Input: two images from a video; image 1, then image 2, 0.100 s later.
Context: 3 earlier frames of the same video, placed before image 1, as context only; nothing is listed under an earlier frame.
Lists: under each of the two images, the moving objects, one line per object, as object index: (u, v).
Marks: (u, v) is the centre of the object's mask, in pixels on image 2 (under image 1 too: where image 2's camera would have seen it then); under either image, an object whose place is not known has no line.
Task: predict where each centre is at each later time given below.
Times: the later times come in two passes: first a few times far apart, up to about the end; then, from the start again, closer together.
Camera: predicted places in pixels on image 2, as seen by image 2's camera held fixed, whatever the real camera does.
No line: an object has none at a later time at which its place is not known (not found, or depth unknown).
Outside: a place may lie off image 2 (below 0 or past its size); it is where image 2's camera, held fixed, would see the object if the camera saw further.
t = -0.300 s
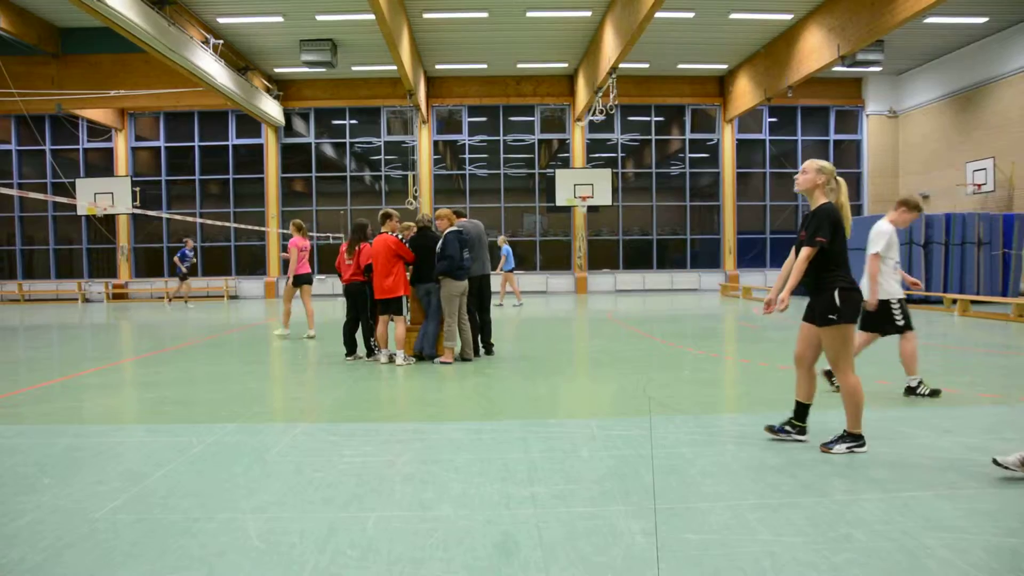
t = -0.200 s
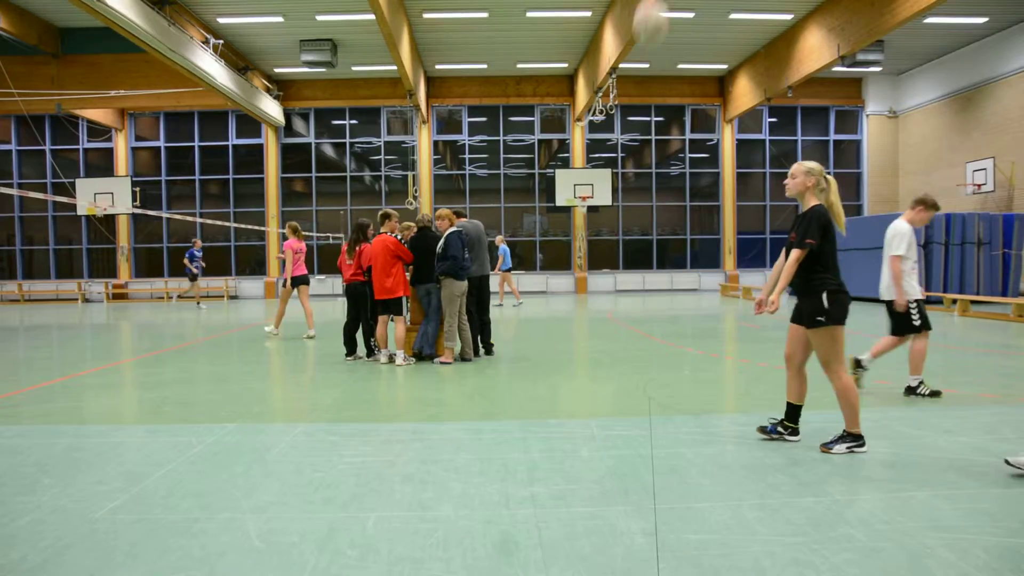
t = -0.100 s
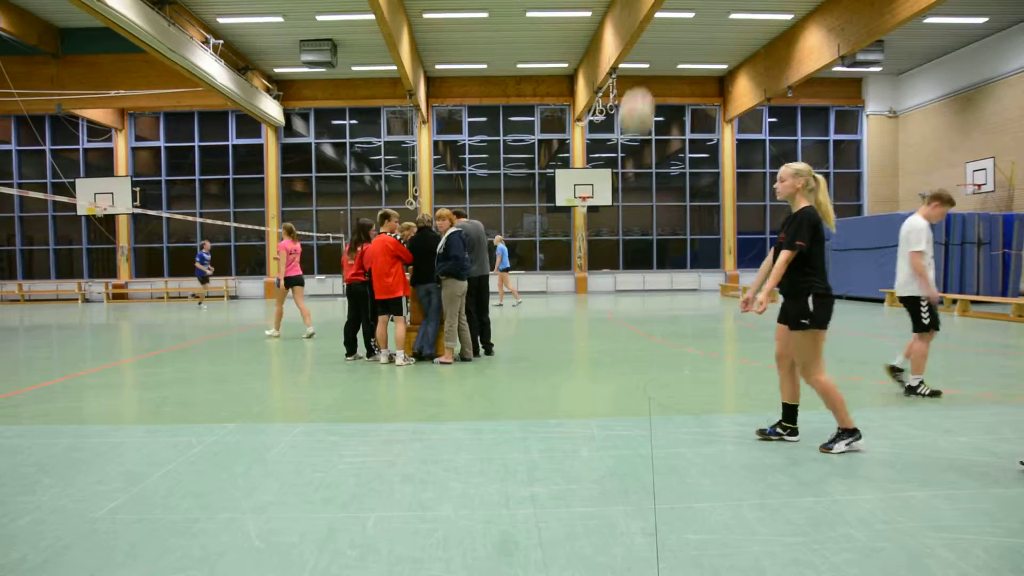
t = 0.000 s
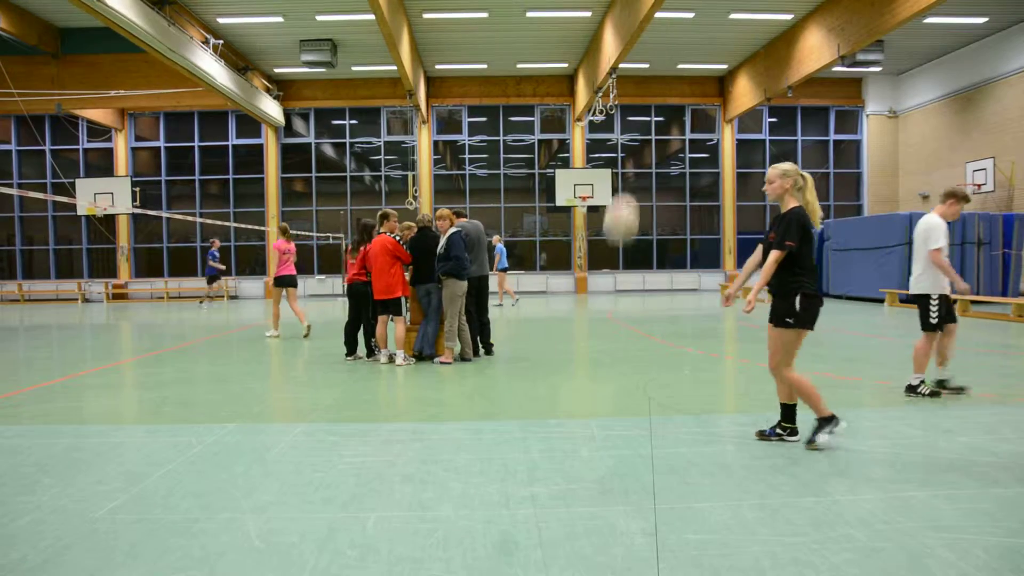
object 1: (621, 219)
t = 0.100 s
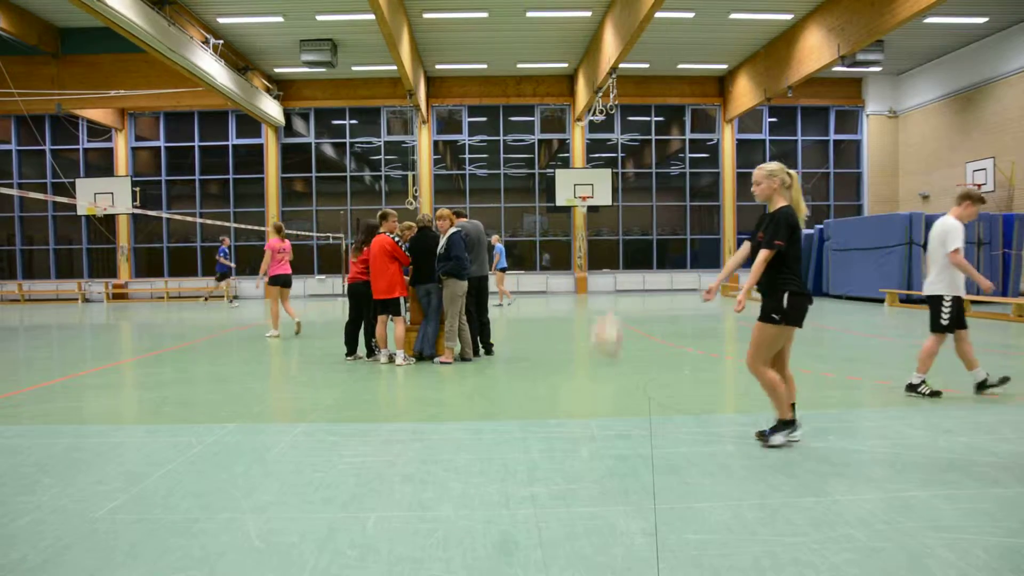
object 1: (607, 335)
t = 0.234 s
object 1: (593, 369)
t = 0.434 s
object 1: (575, 223)
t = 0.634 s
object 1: (560, 136)
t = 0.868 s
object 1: (546, 113)
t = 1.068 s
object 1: (533, 157)
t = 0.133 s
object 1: (602, 375)
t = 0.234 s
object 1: (593, 369)
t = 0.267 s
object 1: (588, 342)
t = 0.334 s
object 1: (584, 289)
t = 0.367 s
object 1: (581, 264)
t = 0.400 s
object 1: (578, 243)
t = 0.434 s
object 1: (575, 223)
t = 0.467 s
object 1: (573, 205)
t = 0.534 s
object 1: (568, 171)
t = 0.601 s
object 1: (563, 146)
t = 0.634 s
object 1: (560, 136)
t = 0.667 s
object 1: (558, 128)
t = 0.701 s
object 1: (556, 121)
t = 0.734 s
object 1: (554, 116)
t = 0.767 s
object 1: (552, 113)
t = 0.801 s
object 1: (550, 112)
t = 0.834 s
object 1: (548, 112)
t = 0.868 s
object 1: (546, 113)
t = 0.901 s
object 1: (544, 116)
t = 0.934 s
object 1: (541, 121)
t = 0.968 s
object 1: (539, 128)
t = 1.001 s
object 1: (537, 136)
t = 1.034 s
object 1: (535, 147)
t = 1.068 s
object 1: (533, 157)
